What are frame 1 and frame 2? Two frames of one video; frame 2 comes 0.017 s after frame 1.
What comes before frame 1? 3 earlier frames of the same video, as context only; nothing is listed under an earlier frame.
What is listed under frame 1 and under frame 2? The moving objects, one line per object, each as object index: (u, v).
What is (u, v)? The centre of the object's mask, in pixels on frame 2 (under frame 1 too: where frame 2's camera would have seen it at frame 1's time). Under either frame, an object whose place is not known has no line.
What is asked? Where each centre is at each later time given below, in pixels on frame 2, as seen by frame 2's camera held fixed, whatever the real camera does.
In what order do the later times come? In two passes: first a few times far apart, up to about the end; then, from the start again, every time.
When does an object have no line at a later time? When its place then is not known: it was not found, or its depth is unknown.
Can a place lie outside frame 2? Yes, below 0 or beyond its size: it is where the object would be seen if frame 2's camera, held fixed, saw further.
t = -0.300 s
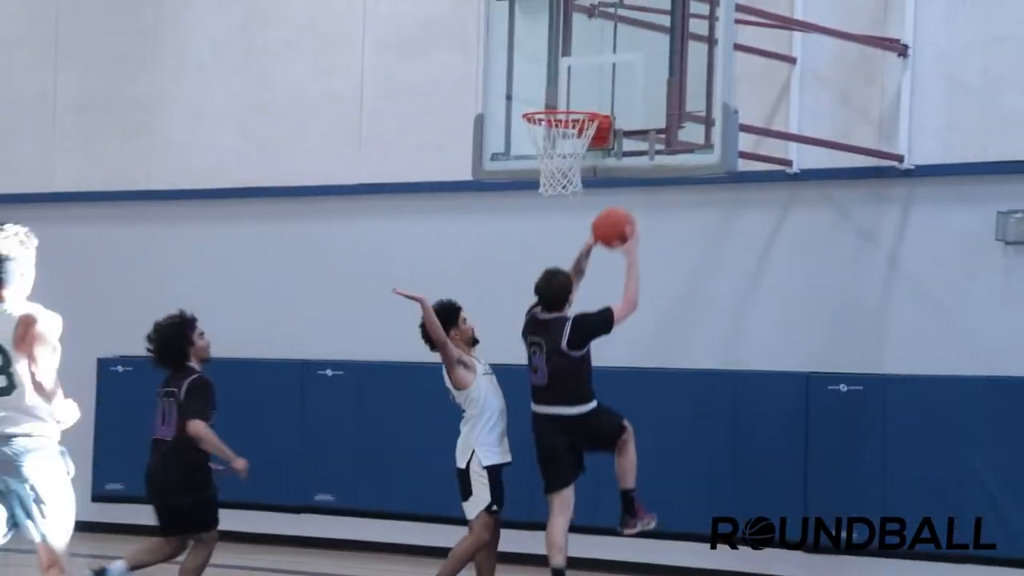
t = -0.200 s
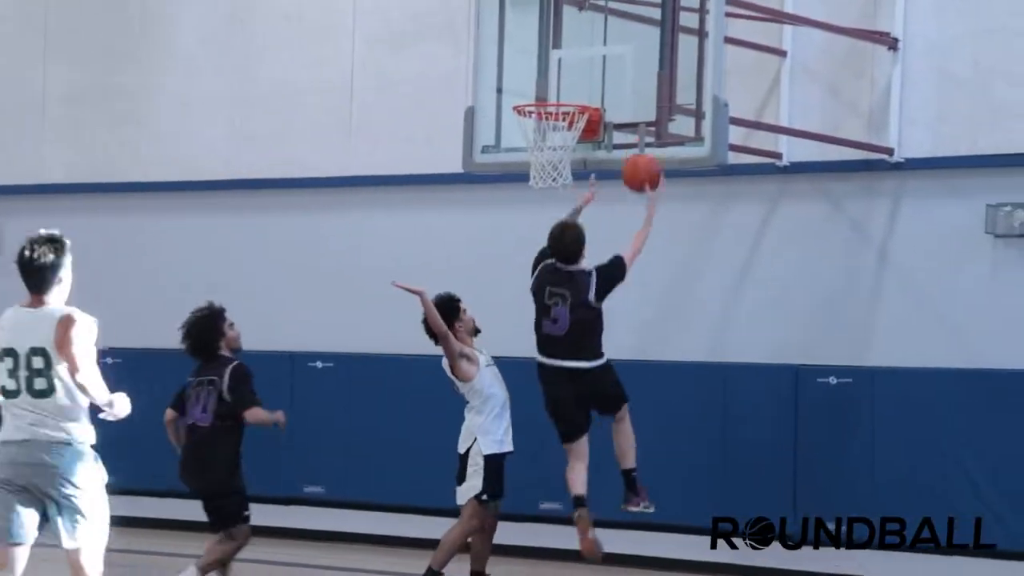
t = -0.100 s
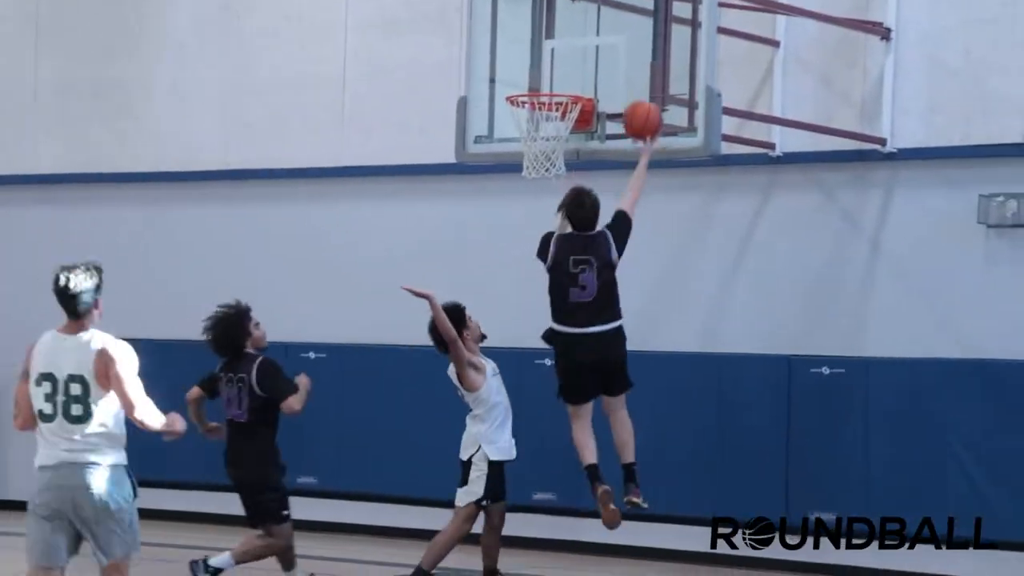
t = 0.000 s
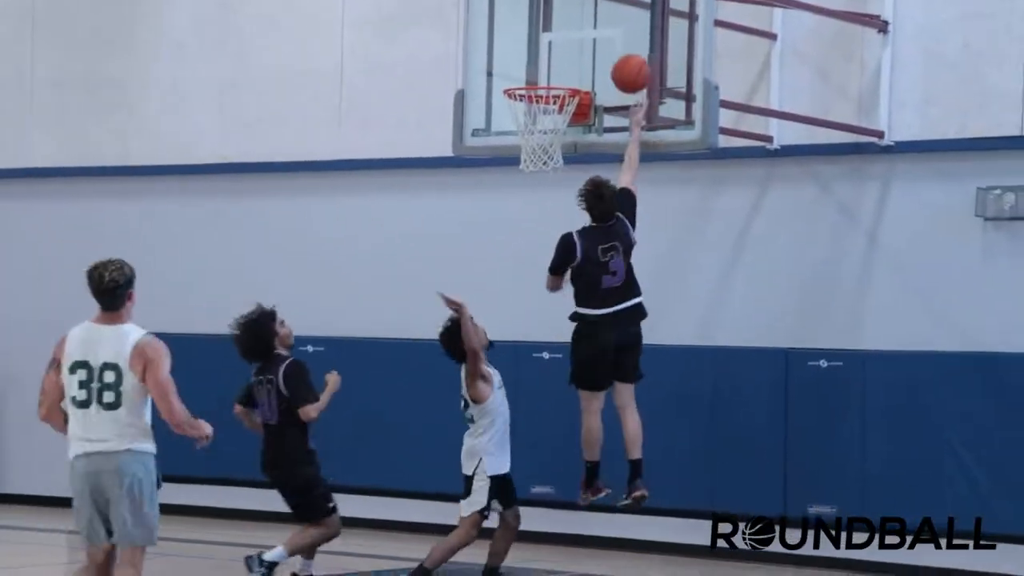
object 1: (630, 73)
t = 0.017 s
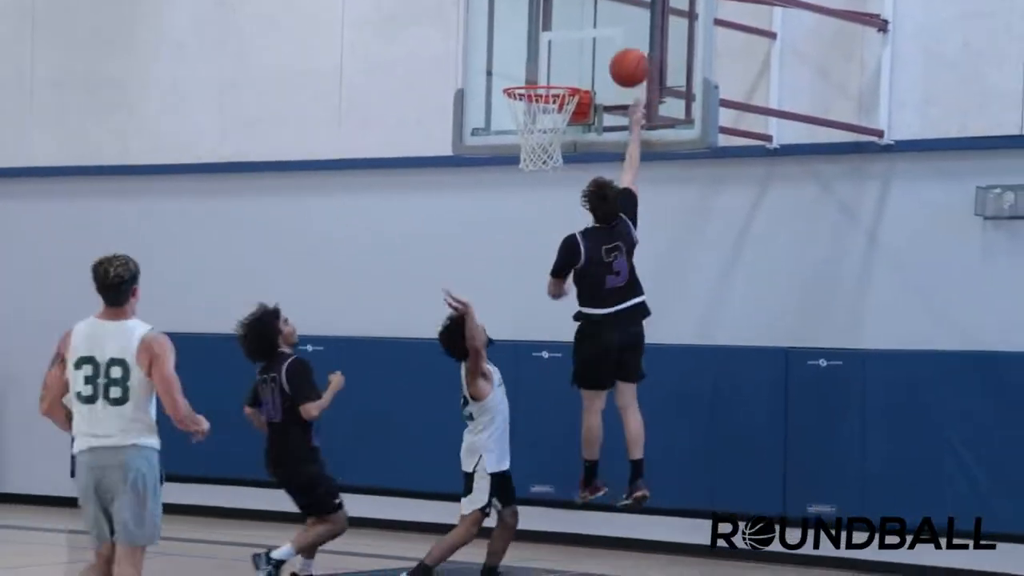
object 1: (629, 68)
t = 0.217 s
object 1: (588, 39)
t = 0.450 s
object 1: (531, 65)
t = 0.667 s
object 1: (522, 70)
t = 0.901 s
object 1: (548, 74)
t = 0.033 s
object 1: (627, 63)
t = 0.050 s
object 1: (626, 59)
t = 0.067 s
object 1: (624, 55)
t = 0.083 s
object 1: (622, 52)
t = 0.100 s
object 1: (620, 49)
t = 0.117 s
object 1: (616, 47)
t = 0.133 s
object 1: (611, 44)
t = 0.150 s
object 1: (607, 42)
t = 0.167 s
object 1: (602, 41)
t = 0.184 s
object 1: (598, 40)
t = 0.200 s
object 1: (593, 39)
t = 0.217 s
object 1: (588, 39)
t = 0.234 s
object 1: (583, 39)
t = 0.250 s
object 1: (578, 40)
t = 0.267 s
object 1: (574, 41)
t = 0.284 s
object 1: (569, 43)
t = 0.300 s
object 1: (564, 45)
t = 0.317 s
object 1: (560, 48)
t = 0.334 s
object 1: (555, 51)
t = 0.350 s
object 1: (550, 54)
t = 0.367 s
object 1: (546, 58)
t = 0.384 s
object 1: (540, 62)
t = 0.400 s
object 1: (536, 67)
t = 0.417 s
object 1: (532, 70)
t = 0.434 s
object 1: (532, 68)
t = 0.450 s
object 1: (531, 65)
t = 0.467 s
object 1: (531, 63)
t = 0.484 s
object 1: (530, 62)
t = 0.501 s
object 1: (529, 60)
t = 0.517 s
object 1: (529, 59)
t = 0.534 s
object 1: (528, 59)
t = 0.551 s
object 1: (528, 59)
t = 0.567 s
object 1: (526, 59)
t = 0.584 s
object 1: (526, 60)
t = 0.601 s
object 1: (525, 61)
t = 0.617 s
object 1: (525, 63)
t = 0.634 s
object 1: (524, 66)
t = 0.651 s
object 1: (523, 68)
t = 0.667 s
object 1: (522, 70)
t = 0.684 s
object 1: (521, 72)
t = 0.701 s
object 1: (521, 73)
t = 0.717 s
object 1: (523, 73)
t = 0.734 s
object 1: (525, 72)
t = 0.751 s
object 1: (528, 71)
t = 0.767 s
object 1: (530, 70)
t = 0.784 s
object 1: (532, 70)
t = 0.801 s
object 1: (535, 70)
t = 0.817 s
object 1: (537, 70)
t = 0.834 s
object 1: (540, 70)
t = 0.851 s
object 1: (542, 71)
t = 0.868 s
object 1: (544, 72)
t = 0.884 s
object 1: (546, 73)
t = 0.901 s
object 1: (548, 74)
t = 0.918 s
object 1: (551, 75)
